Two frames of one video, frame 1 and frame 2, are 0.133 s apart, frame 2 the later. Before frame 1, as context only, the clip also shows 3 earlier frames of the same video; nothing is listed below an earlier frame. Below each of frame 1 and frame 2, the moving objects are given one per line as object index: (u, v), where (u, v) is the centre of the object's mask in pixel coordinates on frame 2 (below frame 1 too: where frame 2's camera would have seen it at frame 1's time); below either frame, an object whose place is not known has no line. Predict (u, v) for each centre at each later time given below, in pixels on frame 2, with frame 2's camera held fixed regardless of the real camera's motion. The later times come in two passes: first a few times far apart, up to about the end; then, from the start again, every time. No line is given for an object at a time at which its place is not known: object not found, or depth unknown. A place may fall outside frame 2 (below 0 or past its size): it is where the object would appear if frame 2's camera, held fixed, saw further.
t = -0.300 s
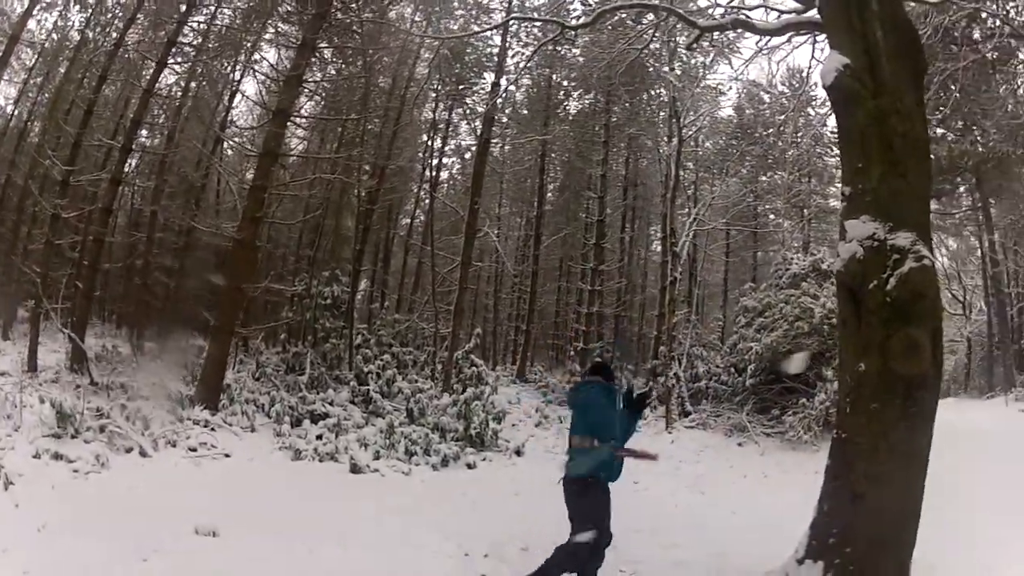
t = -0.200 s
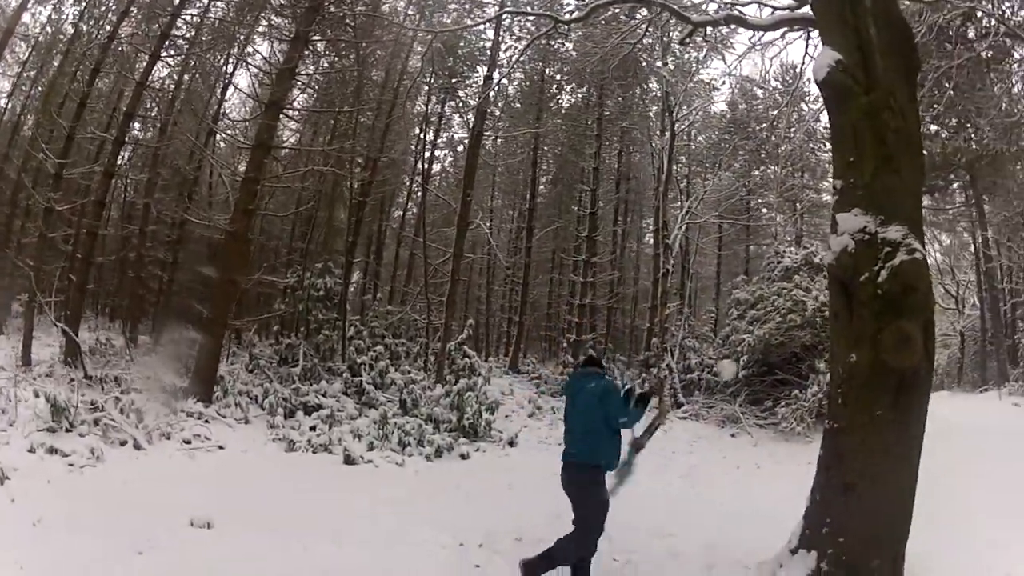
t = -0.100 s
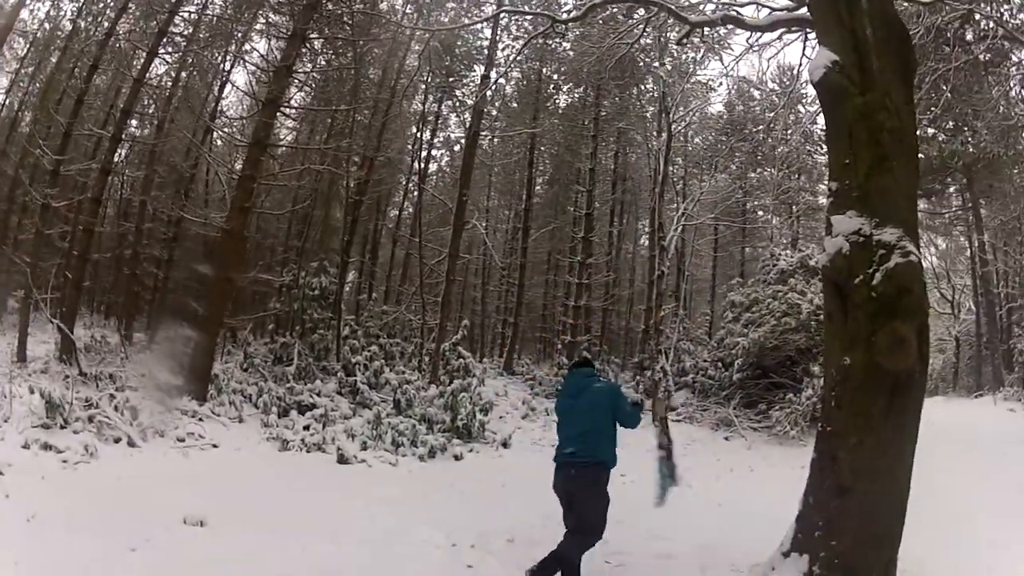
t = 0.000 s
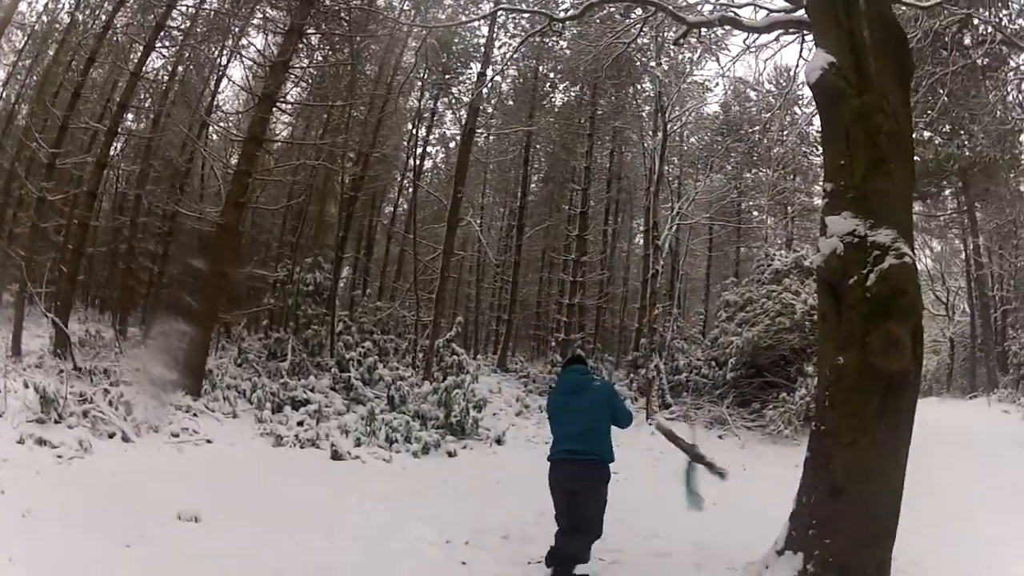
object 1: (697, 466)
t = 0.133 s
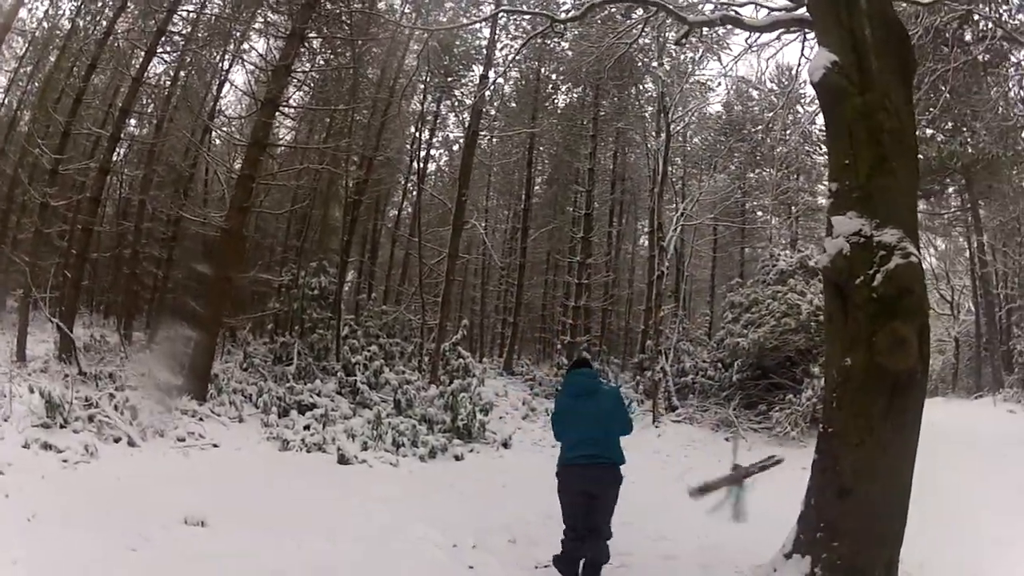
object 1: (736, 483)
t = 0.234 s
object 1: (767, 478)
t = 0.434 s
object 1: (832, 472)
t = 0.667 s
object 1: (904, 488)
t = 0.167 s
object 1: (747, 482)
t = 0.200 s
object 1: (757, 480)
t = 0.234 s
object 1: (767, 478)
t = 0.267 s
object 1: (778, 477)
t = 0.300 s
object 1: (787, 472)
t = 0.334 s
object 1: (798, 470)
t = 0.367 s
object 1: (811, 470)
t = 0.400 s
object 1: (821, 470)
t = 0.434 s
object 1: (832, 472)
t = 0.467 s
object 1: (844, 474)
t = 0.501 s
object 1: (854, 476)
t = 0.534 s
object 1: (865, 479)
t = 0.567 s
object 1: (875, 482)
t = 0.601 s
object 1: (885, 485)
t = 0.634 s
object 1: (894, 488)
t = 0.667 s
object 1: (904, 488)
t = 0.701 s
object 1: (912, 483)
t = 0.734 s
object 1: (921, 478)
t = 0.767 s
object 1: (928, 474)
